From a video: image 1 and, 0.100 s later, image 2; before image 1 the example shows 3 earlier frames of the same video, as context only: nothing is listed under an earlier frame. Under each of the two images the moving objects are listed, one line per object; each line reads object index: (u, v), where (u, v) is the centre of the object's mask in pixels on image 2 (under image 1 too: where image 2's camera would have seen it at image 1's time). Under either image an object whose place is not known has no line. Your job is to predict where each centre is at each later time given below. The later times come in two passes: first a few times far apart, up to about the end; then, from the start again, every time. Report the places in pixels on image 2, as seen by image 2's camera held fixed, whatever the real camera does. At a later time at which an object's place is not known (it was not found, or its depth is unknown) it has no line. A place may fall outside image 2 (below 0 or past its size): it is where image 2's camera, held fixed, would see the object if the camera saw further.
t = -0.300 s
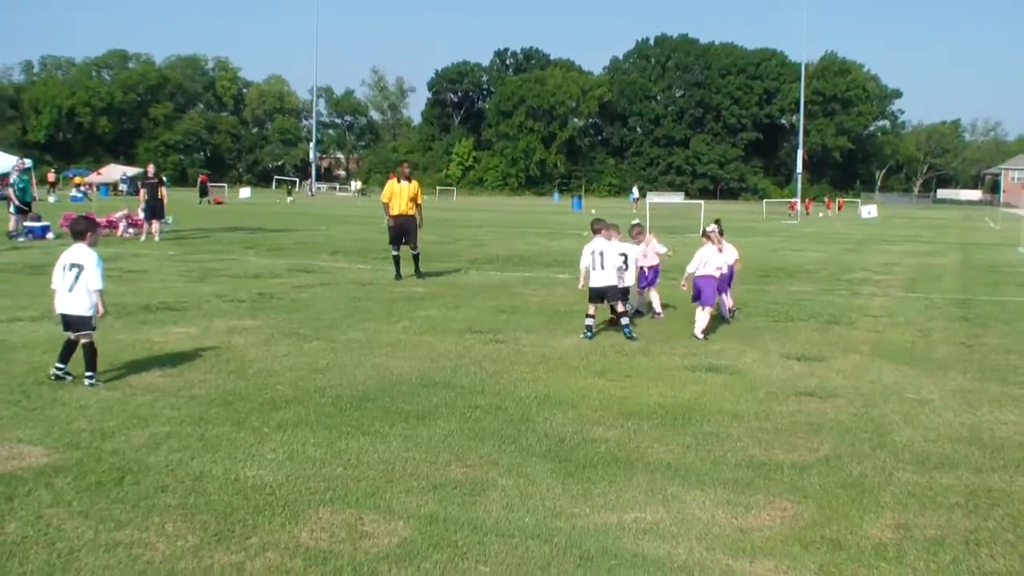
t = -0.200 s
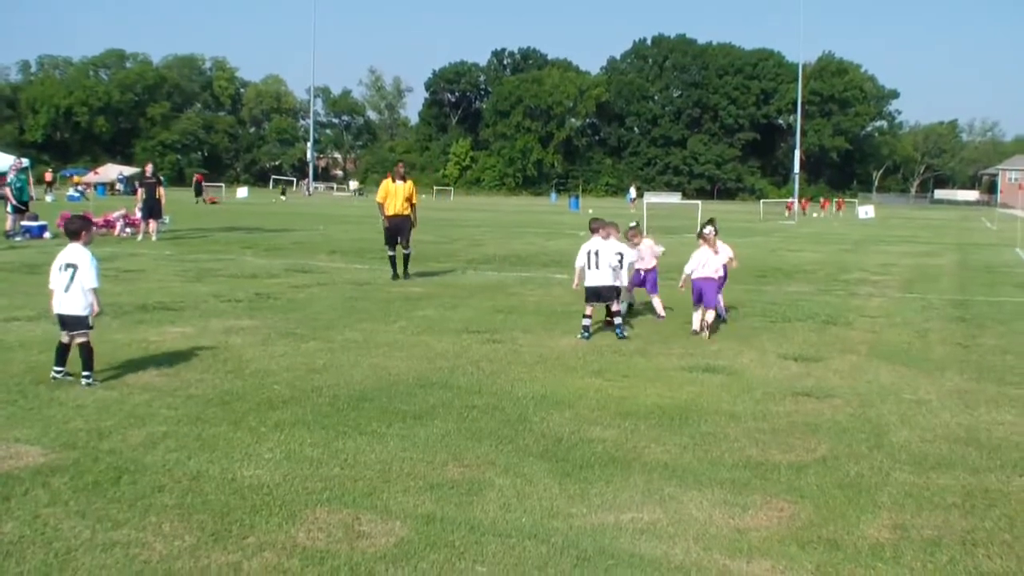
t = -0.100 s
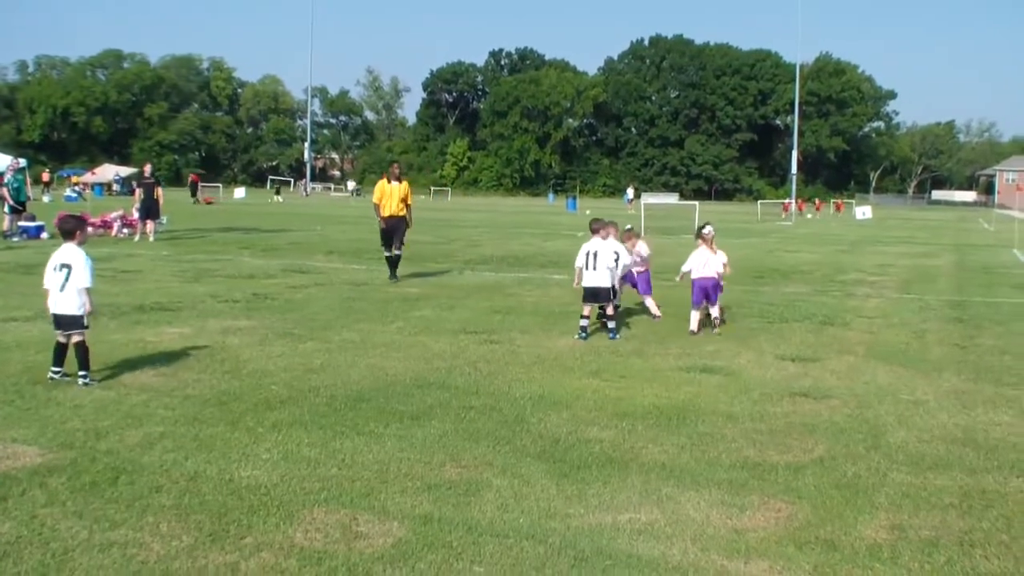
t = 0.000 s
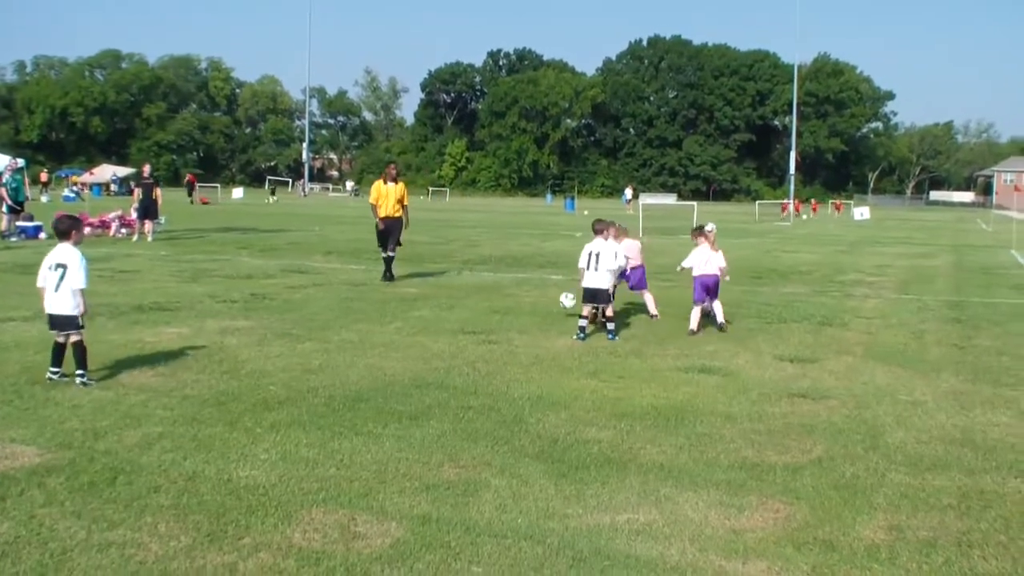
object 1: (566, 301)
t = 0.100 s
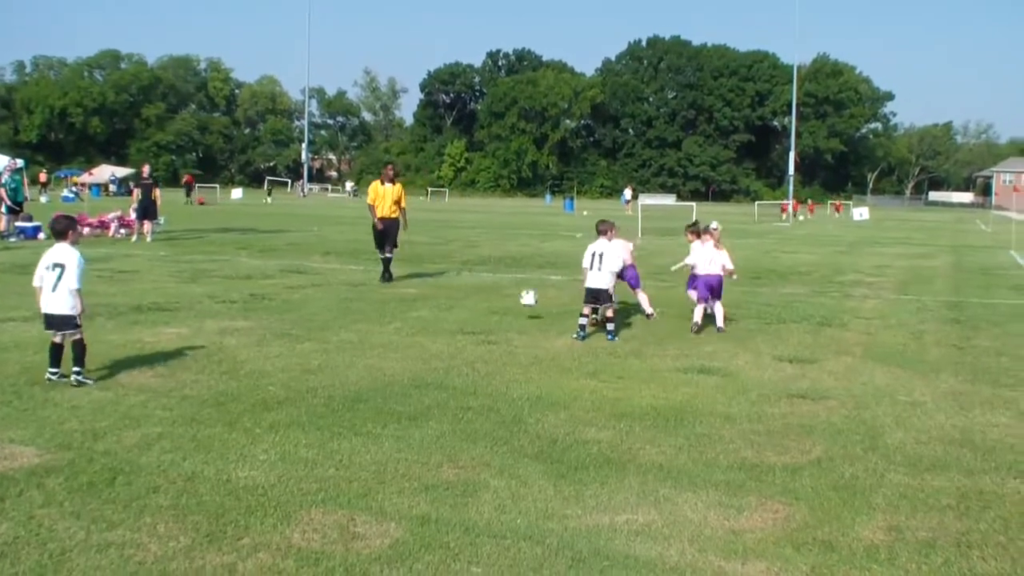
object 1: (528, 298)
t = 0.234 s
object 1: (475, 310)
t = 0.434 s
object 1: (416, 311)
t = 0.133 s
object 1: (515, 299)
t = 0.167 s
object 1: (501, 302)
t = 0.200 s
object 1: (488, 305)
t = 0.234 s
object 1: (475, 310)
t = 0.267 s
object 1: (461, 315)
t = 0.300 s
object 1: (449, 317)
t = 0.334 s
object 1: (440, 314)
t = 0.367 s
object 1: (432, 312)
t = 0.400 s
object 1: (424, 311)
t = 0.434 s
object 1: (416, 311)
